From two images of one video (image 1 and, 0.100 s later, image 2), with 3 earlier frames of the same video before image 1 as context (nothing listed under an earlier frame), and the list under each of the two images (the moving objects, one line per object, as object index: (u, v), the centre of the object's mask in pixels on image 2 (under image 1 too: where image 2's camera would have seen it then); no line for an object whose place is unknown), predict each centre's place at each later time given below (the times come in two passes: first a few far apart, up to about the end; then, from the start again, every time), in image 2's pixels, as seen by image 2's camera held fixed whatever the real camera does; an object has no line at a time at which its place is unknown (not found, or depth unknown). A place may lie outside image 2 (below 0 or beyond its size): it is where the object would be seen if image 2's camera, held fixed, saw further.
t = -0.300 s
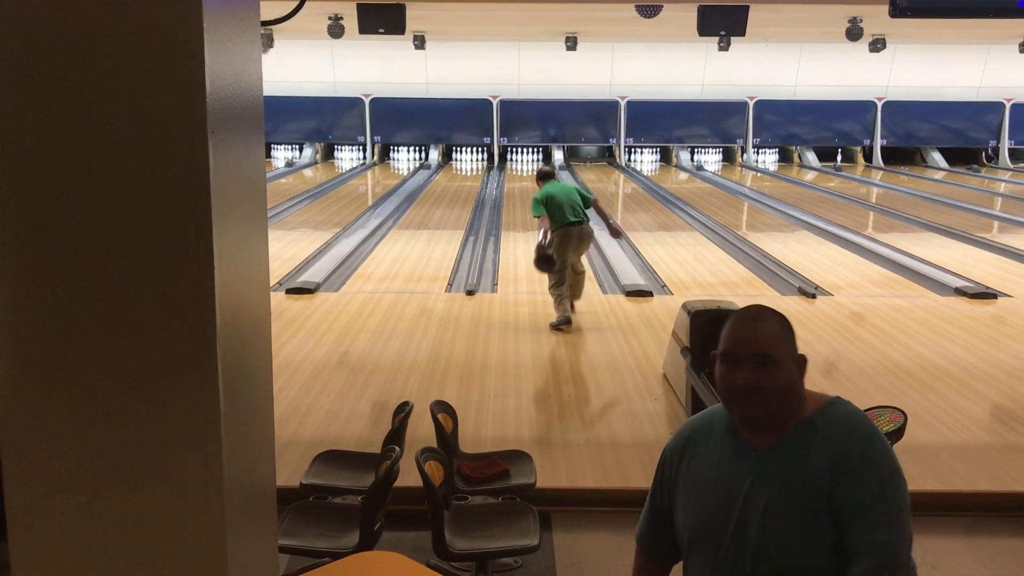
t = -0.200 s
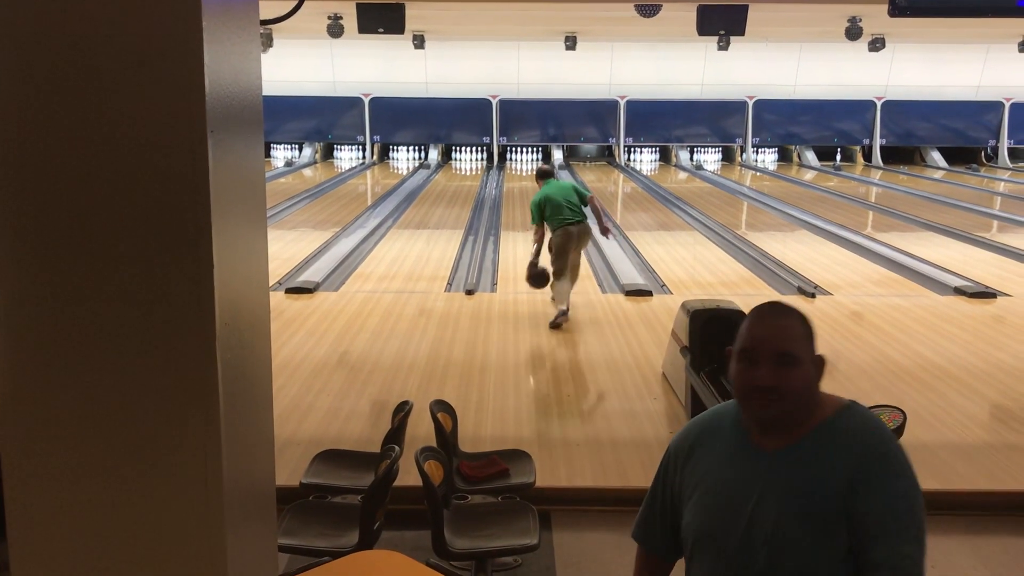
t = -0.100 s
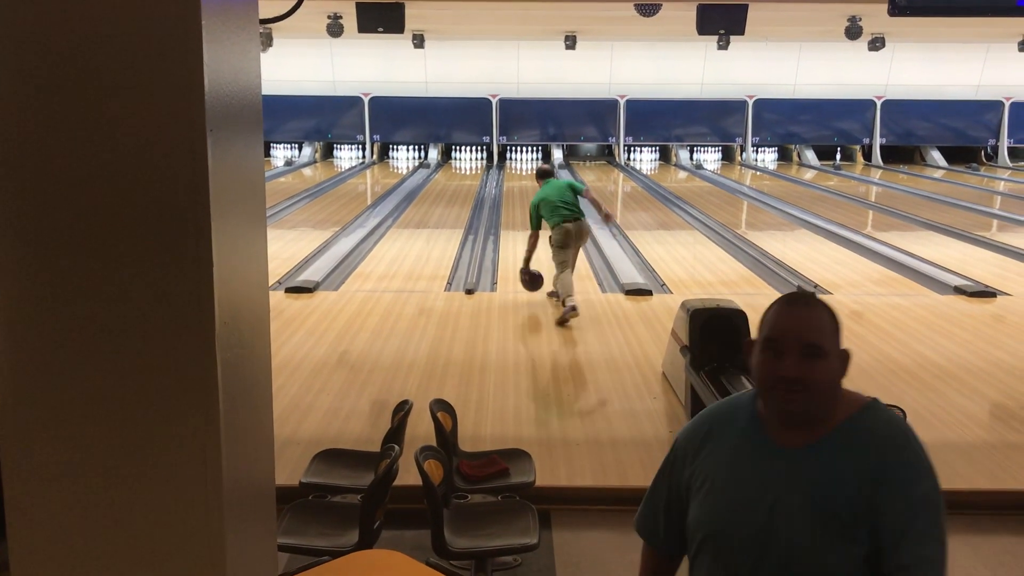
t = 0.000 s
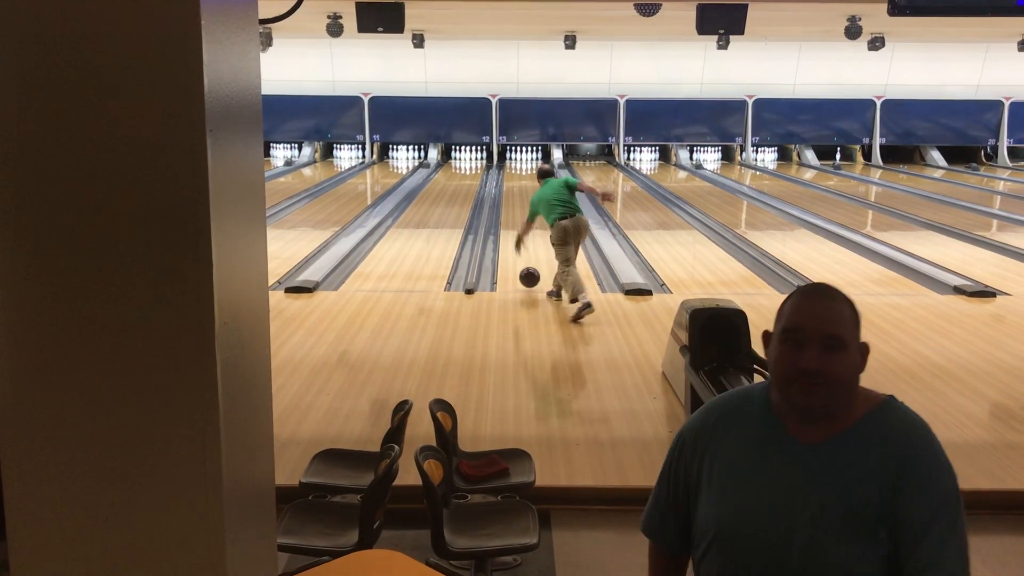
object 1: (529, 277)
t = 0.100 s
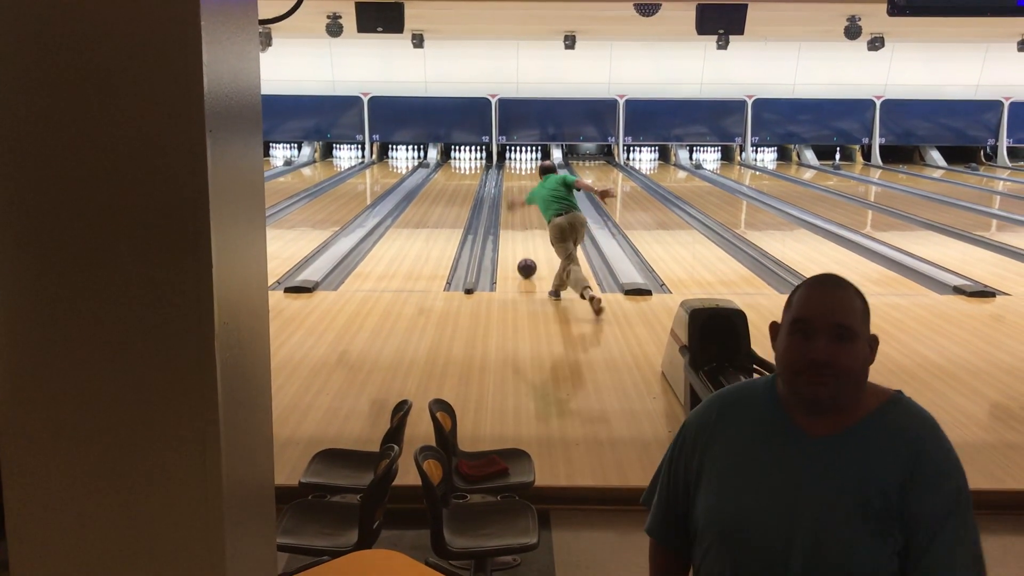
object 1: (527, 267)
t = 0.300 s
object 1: (523, 248)
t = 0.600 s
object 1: (520, 226)
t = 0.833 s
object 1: (518, 213)
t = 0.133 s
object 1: (526, 264)
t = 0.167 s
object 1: (525, 260)
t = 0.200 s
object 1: (525, 257)
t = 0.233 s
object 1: (524, 254)
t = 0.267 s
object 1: (524, 251)
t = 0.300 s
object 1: (523, 248)
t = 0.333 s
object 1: (523, 245)
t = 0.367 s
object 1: (523, 243)
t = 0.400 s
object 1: (522, 240)
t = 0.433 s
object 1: (522, 237)
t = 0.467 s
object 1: (521, 235)
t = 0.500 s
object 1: (521, 232)
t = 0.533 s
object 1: (521, 230)
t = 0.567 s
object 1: (520, 228)
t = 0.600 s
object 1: (520, 226)
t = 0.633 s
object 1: (520, 224)
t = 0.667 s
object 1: (519, 222)
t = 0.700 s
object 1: (519, 220)
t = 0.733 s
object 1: (519, 218)
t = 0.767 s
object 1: (519, 216)
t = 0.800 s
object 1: (518, 215)
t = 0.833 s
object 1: (518, 213)
